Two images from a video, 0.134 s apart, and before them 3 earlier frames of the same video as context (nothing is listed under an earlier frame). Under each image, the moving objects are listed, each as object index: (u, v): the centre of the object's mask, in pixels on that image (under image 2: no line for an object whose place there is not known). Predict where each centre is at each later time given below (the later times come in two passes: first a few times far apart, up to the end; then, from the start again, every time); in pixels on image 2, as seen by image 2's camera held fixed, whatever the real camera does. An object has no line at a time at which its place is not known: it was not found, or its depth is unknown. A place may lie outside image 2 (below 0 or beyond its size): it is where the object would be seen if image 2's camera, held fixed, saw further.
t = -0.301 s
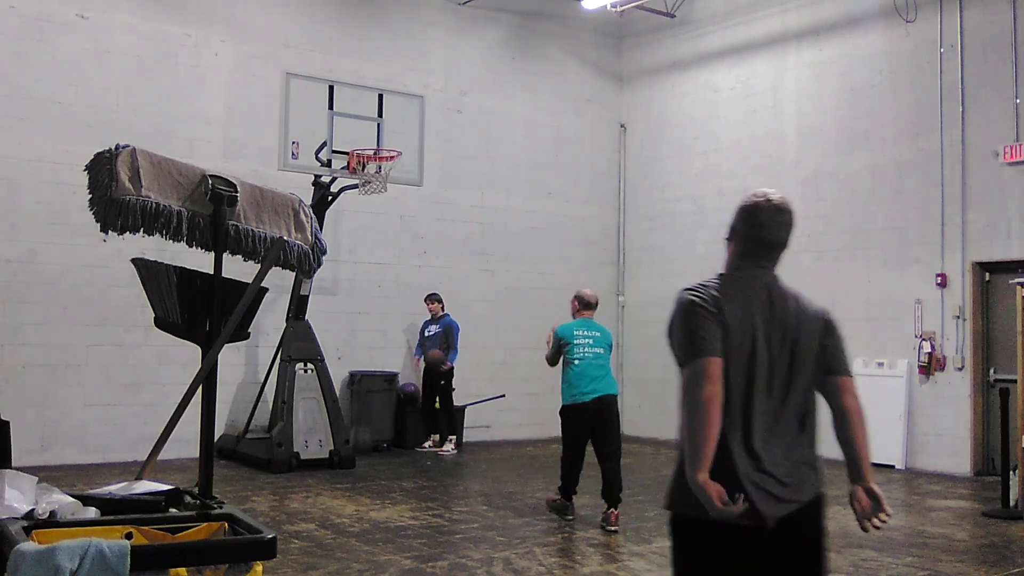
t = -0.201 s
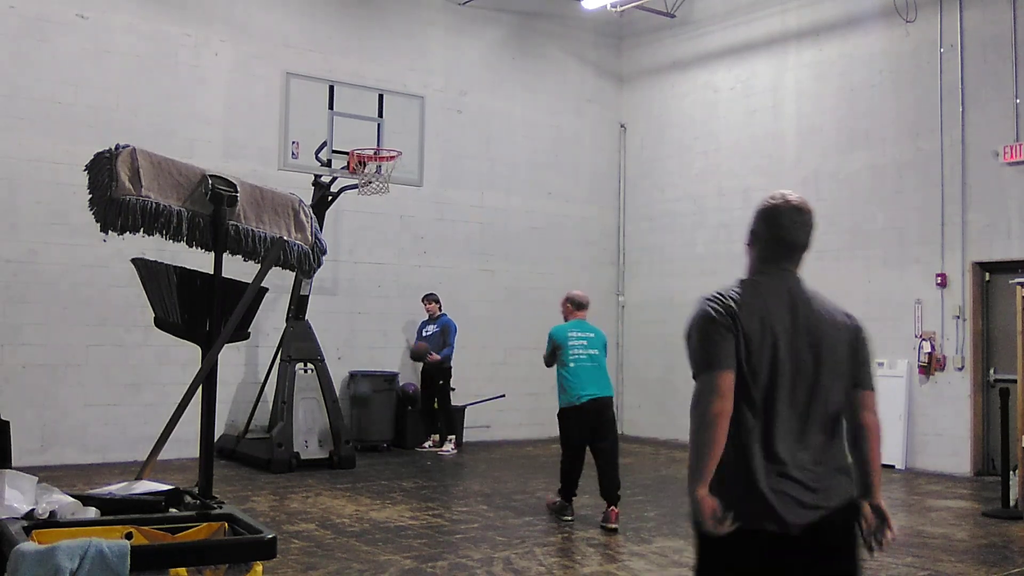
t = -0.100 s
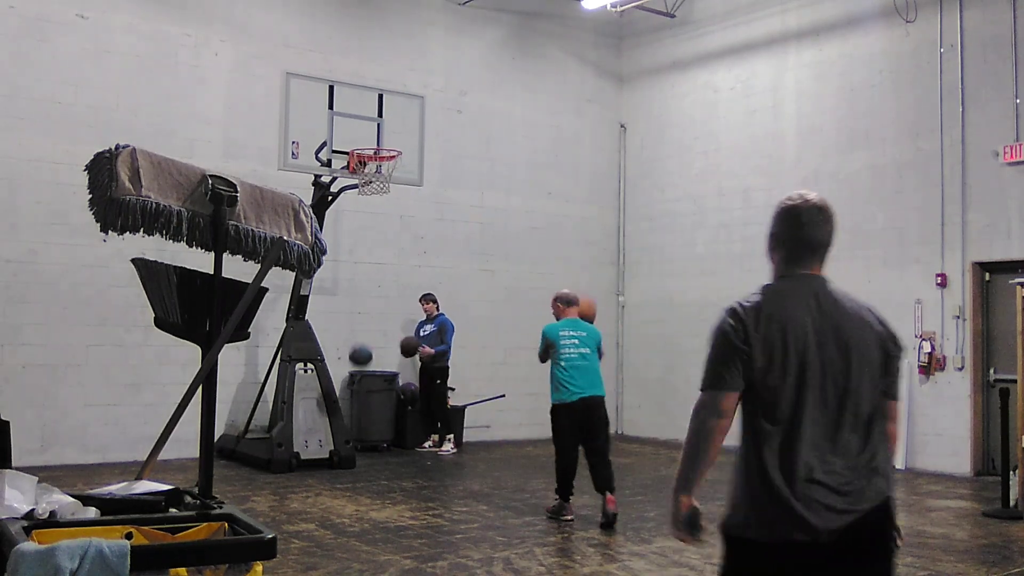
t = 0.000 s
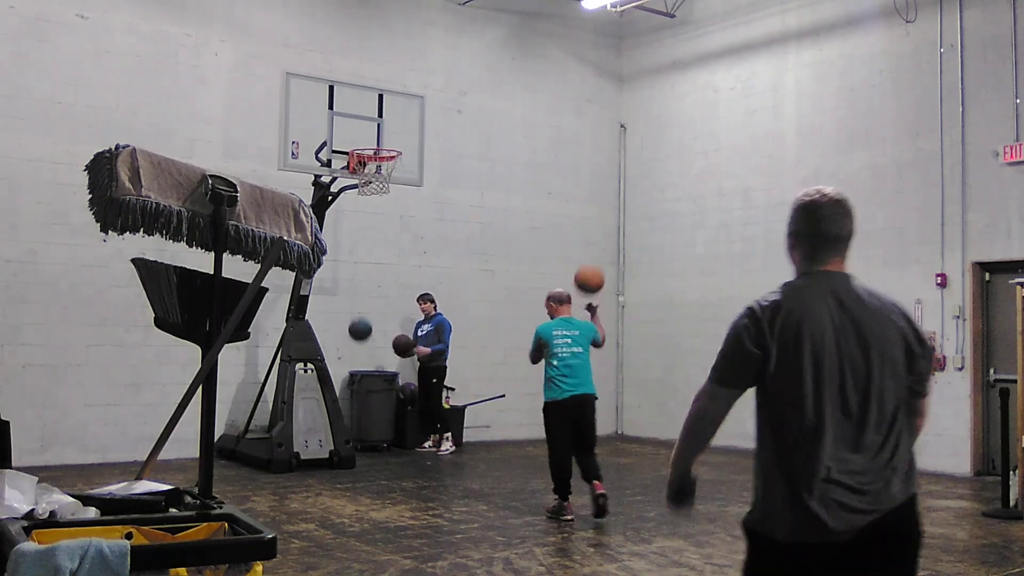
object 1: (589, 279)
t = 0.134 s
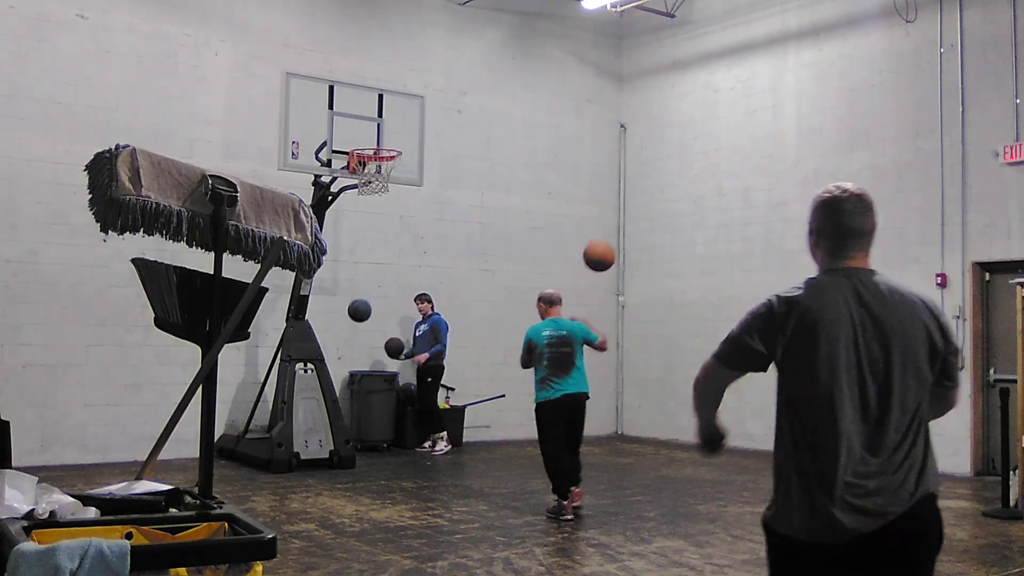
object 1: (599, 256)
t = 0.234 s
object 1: (607, 252)
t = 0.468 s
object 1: (628, 300)
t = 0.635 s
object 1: (647, 402)
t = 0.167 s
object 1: (602, 253)
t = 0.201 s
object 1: (604, 252)
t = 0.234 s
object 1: (607, 252)
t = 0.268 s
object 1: (609, 254)
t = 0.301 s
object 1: (612, 257)
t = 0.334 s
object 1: (615, 262)
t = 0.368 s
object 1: (618, 269)
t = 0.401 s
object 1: (621, 278)
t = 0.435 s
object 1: (624, 288)
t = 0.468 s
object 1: (628, 300)
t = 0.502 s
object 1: (631, 315)
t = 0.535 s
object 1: (634, 333)
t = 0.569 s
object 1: (639, 353)
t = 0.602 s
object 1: (642, 377)
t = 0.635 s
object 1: (647, 402)
